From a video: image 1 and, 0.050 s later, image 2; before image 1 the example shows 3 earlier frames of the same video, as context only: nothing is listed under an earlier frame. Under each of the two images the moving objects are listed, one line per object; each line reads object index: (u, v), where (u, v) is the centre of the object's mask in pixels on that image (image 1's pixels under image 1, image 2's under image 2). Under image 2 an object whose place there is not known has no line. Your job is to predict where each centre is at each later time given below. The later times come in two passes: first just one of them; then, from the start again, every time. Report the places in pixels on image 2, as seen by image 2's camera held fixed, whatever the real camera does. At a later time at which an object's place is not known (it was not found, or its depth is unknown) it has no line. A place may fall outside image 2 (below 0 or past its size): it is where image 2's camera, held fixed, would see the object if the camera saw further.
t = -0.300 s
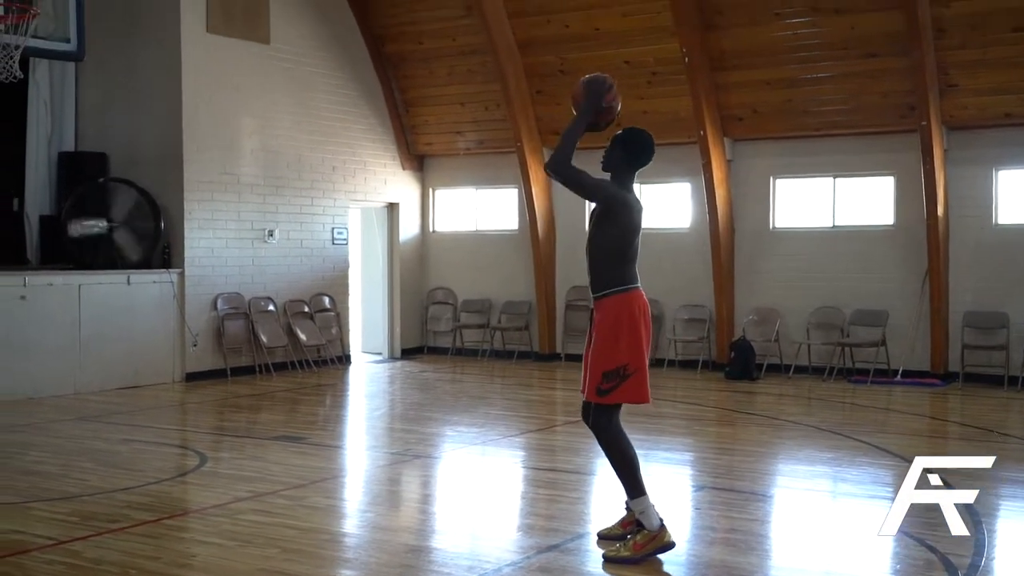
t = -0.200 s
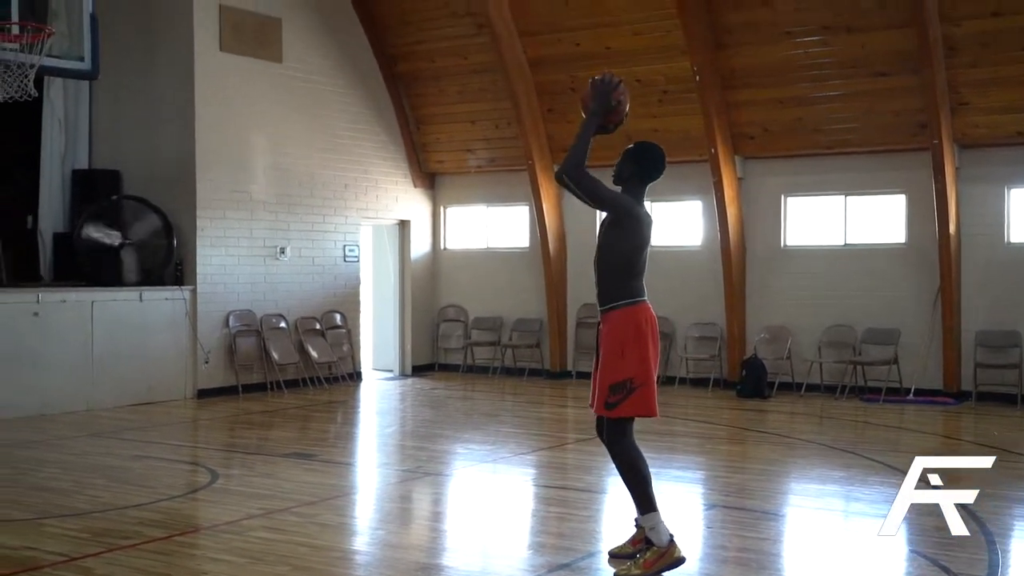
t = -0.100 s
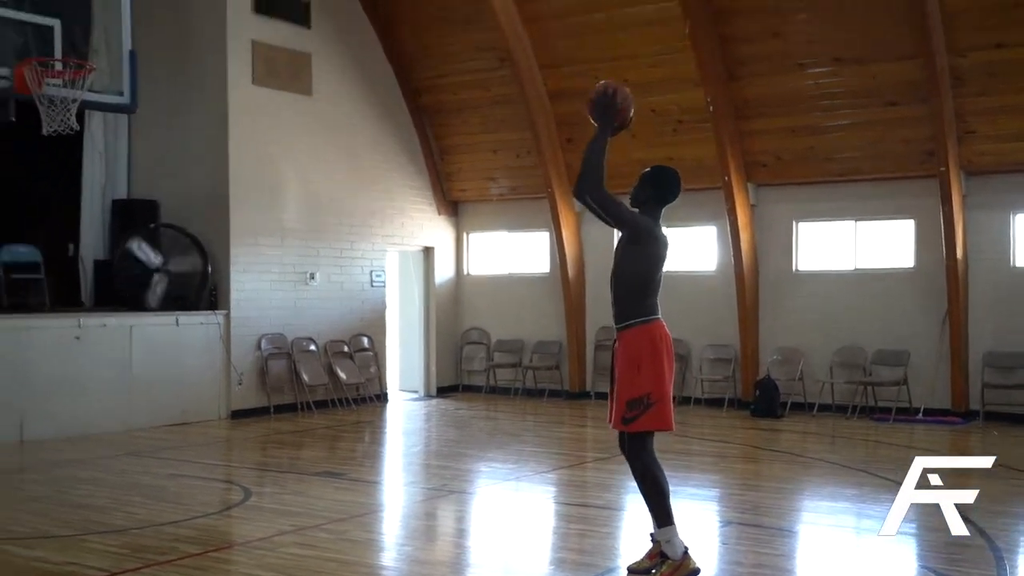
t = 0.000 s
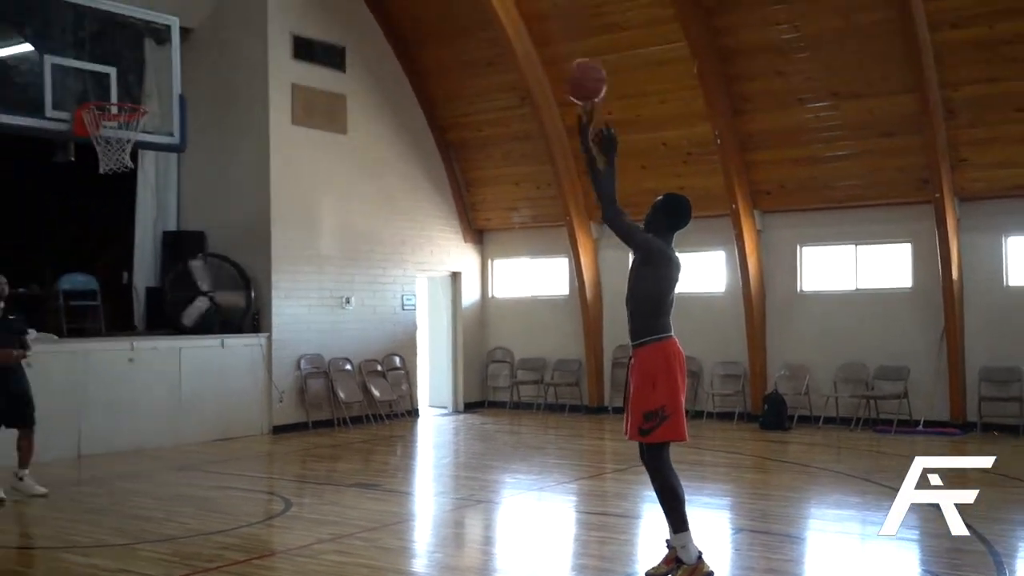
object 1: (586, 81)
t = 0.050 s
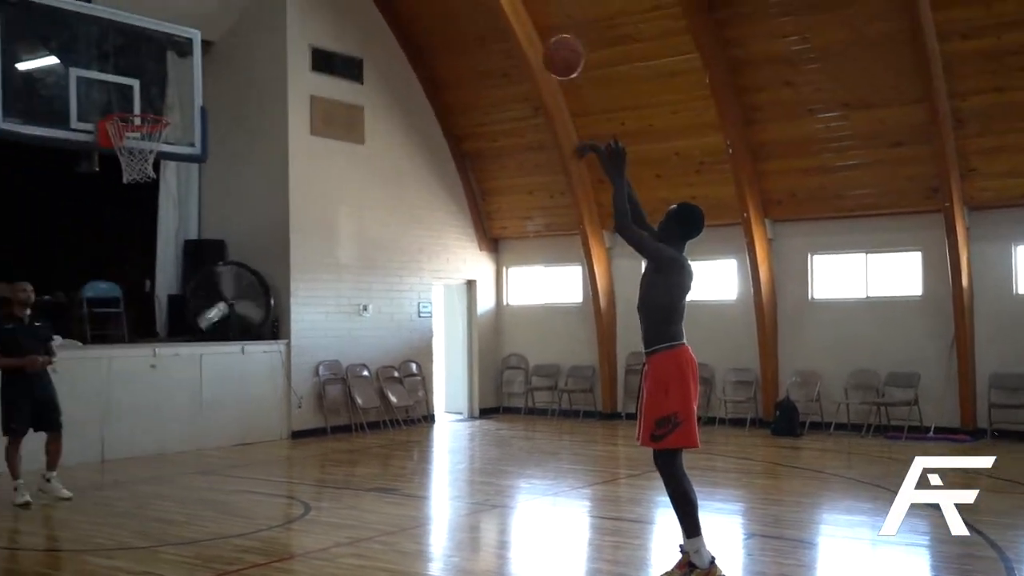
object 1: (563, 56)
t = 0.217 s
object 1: (457, -22)
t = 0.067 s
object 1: (552, 46)
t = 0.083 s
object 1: (541, 36)
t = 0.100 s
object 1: (530, 27)
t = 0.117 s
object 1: (520, 18)
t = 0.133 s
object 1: (510, 10)
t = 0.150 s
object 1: (498, 2)
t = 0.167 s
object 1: (487, -5)
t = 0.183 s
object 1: (476, -12)
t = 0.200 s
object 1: (466, -17)
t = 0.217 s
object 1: (457, -22)
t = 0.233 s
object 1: (447, -25)
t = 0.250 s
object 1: (438, -29)
